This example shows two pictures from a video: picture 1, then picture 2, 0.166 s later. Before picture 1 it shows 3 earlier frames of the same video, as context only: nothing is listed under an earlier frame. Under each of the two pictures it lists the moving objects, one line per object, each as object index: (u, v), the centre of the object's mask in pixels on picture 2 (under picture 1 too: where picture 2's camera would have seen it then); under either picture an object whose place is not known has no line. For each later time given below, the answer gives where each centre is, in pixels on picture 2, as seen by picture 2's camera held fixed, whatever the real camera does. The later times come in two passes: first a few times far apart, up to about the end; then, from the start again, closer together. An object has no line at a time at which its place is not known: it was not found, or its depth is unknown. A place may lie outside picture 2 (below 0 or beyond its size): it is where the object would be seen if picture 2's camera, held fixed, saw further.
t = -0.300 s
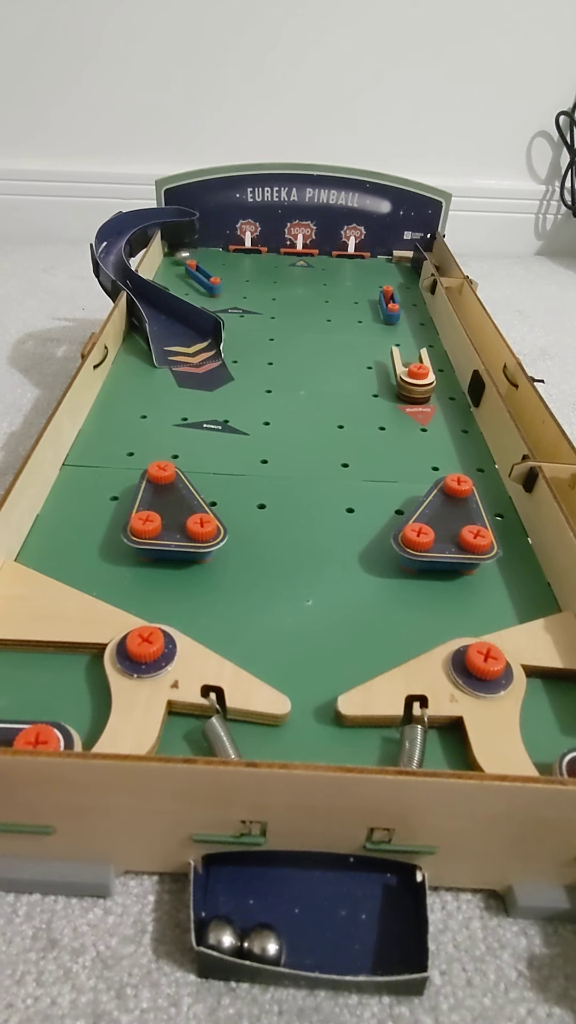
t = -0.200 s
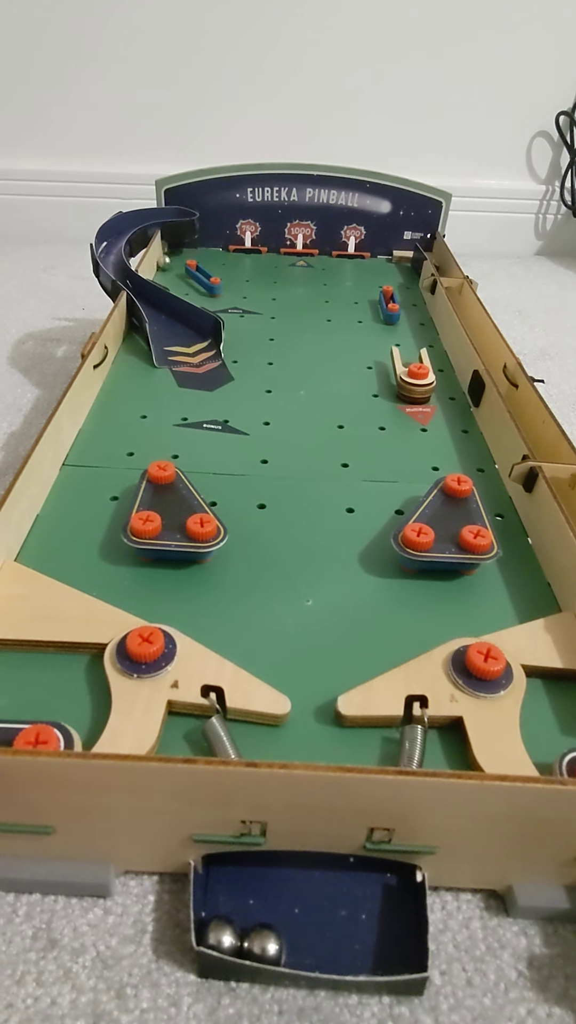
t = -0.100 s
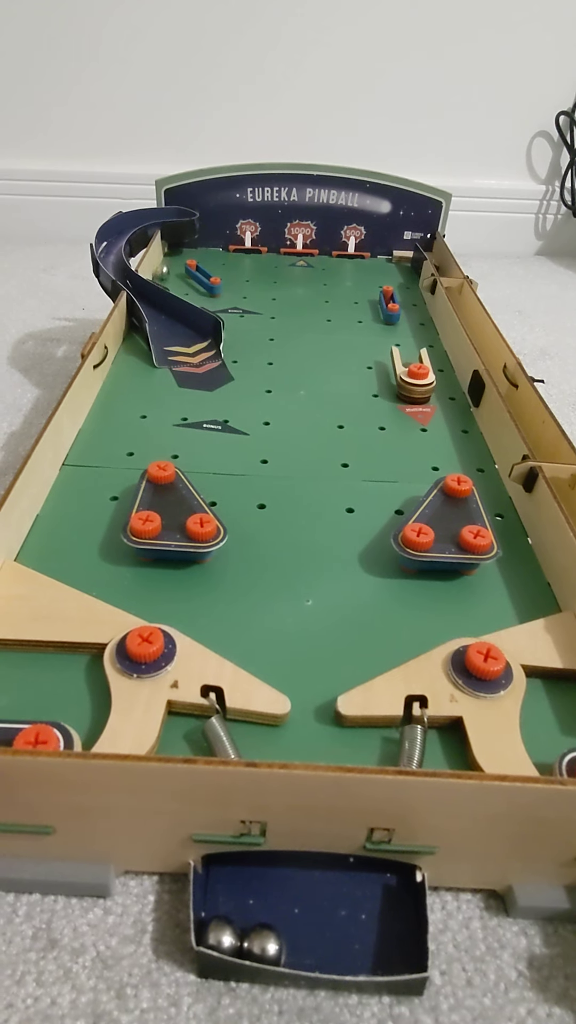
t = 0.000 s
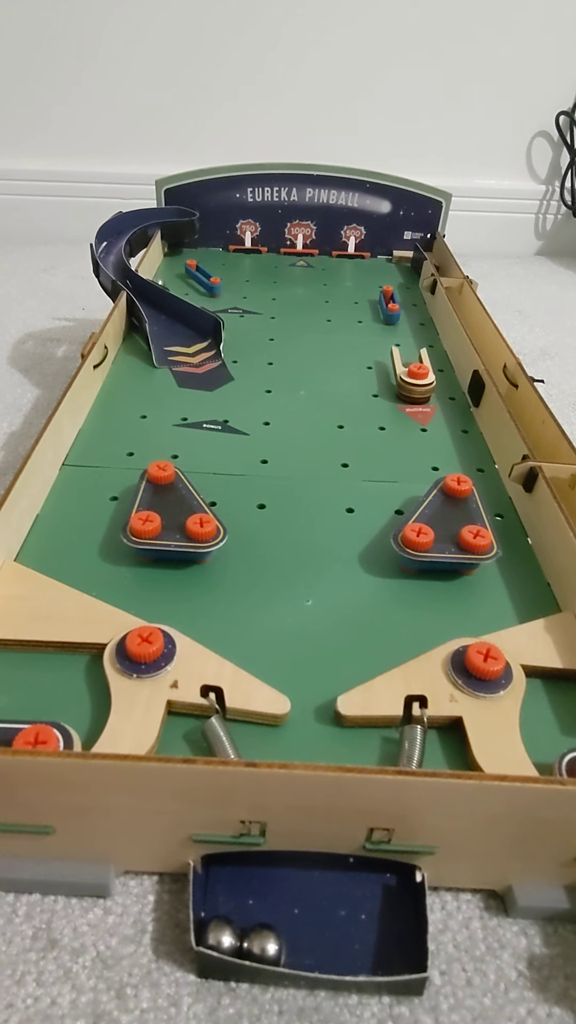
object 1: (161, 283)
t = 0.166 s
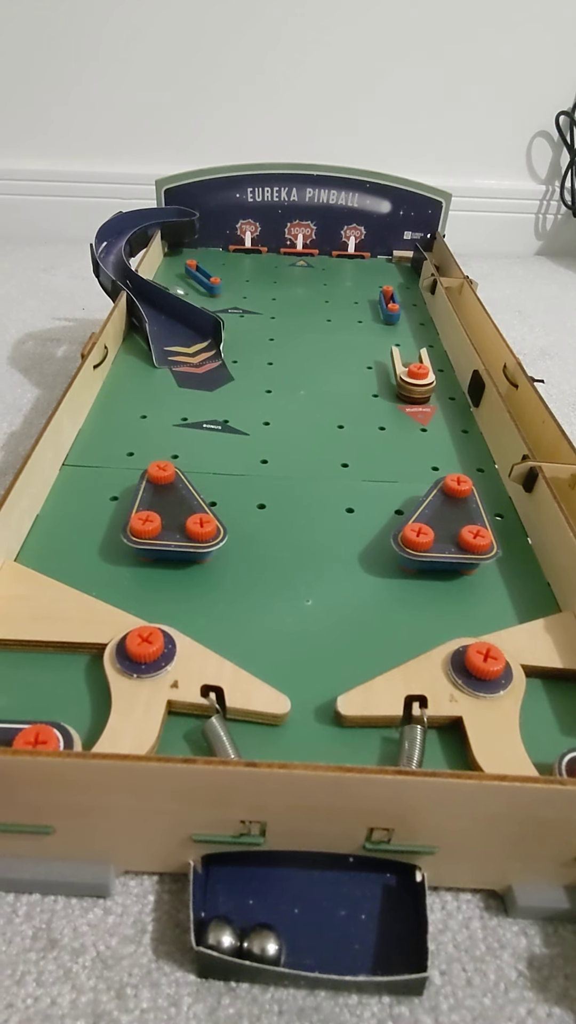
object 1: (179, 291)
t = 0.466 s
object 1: (244, 330)
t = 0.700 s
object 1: (327, 380)
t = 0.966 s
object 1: (396, 479)
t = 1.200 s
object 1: (241, 496)
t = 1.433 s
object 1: (290, 498)
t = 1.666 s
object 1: (388, 533)
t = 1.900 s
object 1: (296, 543)
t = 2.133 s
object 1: (190, 622)
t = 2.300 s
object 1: (200, 629)
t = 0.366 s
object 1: (216, 312)
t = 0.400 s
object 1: (225, 320)
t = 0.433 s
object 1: (232, 324)
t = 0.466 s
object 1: (244, 330)
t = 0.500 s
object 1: (254, 334)
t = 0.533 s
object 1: (266, 339)
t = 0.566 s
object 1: (277, 345)
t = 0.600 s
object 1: (289, 352)
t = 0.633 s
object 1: (302, 360)
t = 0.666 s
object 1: (314, 370)
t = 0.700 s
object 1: (327, 380)
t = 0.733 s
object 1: (342, 391)
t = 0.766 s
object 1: (356, 404)
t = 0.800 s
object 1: (372, 418)
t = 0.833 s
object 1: (388, 435)
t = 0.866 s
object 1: (406, 455)
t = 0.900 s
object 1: (422, 478)
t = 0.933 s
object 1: (421, 483)
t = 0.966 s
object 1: (396, 479)
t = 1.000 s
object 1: (371, 477)
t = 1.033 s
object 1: (349, 478)
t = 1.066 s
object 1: (328, 479)
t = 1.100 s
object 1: (307, 482)
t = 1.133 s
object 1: (286, 486)
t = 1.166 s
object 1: (265, 489)
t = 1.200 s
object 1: (241, 496)
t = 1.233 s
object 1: (219, 501)
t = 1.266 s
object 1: (215, 502)
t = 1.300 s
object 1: (228, 502)
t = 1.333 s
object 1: (245, 500)
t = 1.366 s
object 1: (260, 498)
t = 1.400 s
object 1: (276, 497)
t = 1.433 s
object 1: (290, 498)
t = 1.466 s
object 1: (305, 500)
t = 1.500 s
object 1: (320, 502)
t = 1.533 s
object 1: (336, 507)
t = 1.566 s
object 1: (350, 512)
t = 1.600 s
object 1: (364, 519)
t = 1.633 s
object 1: (381, 527)
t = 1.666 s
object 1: (388, 533)
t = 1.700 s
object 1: (379, 532)
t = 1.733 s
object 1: (364, 531)
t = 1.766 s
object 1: (351, 530)
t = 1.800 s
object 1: (338, 531)
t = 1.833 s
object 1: (325, 532)
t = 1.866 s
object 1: (311, 536)
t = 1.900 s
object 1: (296, 543)
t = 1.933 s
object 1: (281, 550)
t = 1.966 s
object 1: (267, 558)
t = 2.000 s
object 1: (252, 568)
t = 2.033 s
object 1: (235, 580)
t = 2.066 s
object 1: (217, 596)
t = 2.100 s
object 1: (199, 613)
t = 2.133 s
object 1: (190, 622)
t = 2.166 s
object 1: (190, 623)
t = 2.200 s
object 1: (191, 623)
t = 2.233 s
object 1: (193, 625)
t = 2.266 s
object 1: (196, 626)
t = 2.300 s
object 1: (200, 629)
